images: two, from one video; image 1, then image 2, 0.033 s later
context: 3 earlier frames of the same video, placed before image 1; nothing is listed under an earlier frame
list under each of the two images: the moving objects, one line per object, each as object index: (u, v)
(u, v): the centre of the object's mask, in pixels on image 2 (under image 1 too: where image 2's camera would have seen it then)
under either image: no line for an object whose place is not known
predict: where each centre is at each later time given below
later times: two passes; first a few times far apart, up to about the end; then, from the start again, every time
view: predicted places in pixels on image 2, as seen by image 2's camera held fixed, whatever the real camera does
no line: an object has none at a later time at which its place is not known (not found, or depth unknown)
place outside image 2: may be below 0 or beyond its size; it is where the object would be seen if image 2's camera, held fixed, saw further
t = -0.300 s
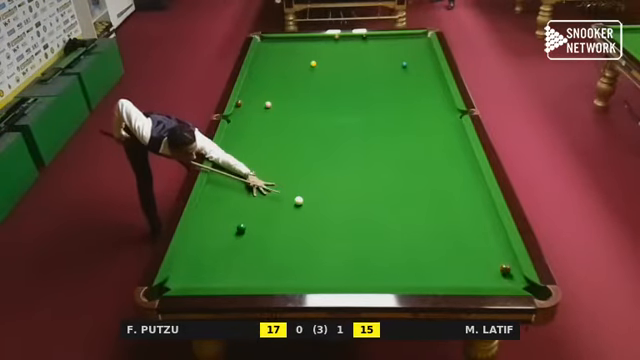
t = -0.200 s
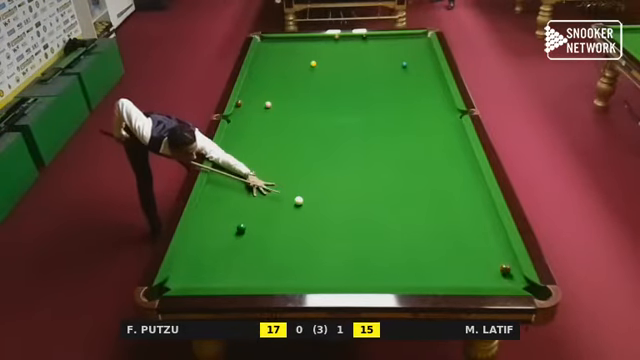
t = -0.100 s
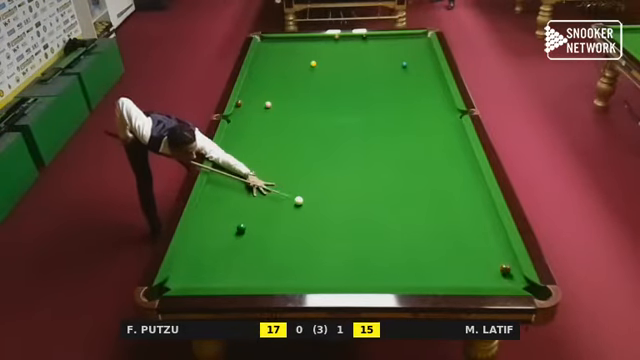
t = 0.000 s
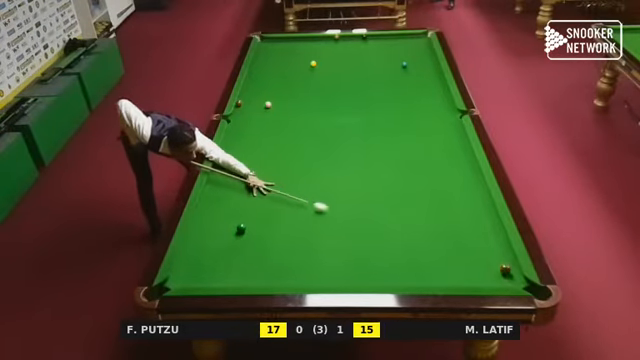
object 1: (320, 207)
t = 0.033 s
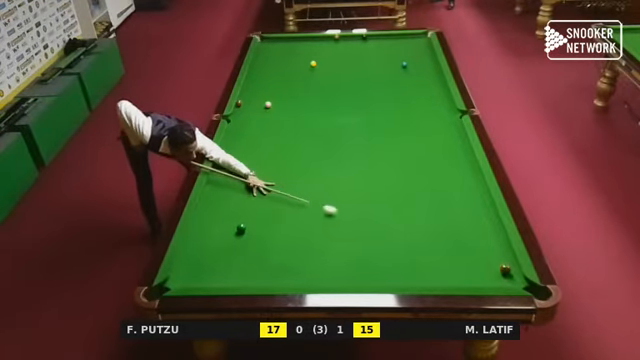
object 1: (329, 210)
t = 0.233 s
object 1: (384, 226)
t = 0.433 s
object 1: (442, 244)
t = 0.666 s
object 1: (510, 260)
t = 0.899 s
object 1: (474, 251)
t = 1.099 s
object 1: (446, 246)
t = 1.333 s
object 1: (415, 240)
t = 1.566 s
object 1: (387, 234)
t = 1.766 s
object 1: (364, 230)
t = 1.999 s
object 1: (340, 225)
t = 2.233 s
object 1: (317, 221)
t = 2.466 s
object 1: (296, 217)
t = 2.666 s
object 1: (279, 214)
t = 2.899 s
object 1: (260, 210)
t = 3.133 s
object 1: (243, 207)
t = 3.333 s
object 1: (229, 205)
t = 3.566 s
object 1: (214, 202)
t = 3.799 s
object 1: (205, 200)
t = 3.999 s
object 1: (214, 199)
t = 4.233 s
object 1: (224, 197)
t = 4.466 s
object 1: (233, 195)
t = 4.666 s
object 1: (239, 194)
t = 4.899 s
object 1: (246, 193)
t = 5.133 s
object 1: (253, 192)
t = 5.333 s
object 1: (257, 191)
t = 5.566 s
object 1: (261, 191)
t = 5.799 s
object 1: (265, 190)
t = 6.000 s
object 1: (267, 190)
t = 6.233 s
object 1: (269, 190)
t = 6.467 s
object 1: (270, 190)
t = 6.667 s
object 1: (270, 190)
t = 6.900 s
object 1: (270, 190)
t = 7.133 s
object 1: (270, 190)
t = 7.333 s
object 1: (270, 190)
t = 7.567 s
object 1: (270, 190)
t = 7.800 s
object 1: (270, 190)
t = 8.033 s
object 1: (270, 190)
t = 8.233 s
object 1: (270, 190)
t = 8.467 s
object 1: (270, 190)
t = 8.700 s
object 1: (270, 190)
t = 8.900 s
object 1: (270, 190)
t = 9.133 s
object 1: (270, 190)
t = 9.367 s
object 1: (270, 190)
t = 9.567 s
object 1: (270, 190)
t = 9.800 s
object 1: (270, 190)
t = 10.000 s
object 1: (270, 190)
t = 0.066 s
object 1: (338, 213)
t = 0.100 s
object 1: (347, 215)
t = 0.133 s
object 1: (356, 218)
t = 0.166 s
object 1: (365, 221)
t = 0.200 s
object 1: (374, 224)
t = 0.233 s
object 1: (384, 226)
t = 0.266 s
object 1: (392, 229)
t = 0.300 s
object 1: (402, 232)
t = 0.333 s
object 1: (412, 235)
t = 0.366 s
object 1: (422, 238)
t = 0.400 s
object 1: (432, 241)
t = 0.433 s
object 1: (442, 244)
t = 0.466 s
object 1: (452, 248)
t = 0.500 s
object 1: (463, 251)
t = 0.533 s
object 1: (474, 254)
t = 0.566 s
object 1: (485, 258)
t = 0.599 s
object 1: (496, 260)
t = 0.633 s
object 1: (504, 260)
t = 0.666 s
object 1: (510, 260)
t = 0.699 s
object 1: (507, 258)
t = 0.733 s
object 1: (500, 257)
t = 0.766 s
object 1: (494, 255)
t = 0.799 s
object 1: (489, 254)
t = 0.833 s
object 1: (484, 254)
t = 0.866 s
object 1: (479, 253)
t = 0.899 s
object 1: (474, 251)
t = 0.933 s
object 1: (469, 251)
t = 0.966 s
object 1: (464, 250)
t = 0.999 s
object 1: (459, 249)
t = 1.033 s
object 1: (455, 248)
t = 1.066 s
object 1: (450, 247)
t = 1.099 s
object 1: (446, 246)
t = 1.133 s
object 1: (441, 245)
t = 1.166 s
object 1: (437, 244)
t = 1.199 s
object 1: (432, 244)
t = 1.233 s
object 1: (428, 243)
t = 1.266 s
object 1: (424, 242)
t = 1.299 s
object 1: (419, 241)
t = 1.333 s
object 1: (415, 240)
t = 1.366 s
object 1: (411, 239)
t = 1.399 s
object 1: (406, 238)
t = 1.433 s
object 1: (402, 237)
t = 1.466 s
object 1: (398, 237)
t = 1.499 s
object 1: (394, 236)
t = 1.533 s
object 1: (391, 235)
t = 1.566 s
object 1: (387, 234)
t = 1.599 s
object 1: (383, 233)
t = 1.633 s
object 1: (379, 233)
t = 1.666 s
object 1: (375, 232)
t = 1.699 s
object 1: (372, 231)
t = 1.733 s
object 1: (368, 231)
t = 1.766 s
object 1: (364, 230)
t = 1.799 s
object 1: (360, 229)
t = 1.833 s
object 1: (357, 229)
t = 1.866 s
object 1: (353, 228)
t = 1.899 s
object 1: (350, 227)
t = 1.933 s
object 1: (347, 227)
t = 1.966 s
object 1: (343, 226)
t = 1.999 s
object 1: (340, 225)
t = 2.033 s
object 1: (336, 225)
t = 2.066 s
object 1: (333, 224)
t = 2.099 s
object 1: (330, 223)
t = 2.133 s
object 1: (326, 223)
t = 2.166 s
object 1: (323, 222)
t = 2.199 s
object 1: (320, 221)
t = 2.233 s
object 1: (317, 221)
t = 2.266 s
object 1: (314, 220)
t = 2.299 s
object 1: (311, 219)
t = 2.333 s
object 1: (307, 219)
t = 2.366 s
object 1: (305, 219)
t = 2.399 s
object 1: (302, 218)
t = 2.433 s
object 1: (299, 218)
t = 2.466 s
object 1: (296, 217)
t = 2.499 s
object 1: (293, 216)
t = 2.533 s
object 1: (290, 215)
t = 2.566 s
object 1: (287, 215)
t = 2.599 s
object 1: (284, 215)
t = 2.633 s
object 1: (281, 214)
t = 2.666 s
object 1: (279, 214)
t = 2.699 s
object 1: (276, 213)
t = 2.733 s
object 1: (273, 213)
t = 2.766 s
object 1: (271, 212)
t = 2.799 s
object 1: (268, 212)
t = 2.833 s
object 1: (265, 211)
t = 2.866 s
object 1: (263, 211)
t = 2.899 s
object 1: (260, 210)
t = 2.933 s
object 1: (258, 210)
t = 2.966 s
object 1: (255, 209)
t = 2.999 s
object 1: (253, 209)
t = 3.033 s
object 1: (250, 208)
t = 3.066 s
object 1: (248, 208)
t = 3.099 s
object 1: (245, 208)
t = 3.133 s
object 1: (243, 207)
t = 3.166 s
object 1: (241, 207)
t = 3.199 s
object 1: (238, 206)
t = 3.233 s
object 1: (236, 206)
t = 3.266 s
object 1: (234, 205)
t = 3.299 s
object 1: (231, 205)
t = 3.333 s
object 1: (229, 205)
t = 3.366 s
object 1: (227, 204)
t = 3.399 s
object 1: (225, 204)
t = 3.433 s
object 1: (222, 204)
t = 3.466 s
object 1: (220, 203)
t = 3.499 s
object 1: (218, 203)
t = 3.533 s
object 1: (216, 203)
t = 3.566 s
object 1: (214, 202)
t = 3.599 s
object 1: (212, 202)
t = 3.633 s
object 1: (210, 202)
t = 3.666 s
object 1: (208, 201)
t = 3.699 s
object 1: (205, 201)
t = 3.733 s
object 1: (204, 201)
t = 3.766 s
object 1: (203, 200)
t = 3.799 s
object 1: (205, 200)
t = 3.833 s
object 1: (206, 200)
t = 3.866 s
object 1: (208, 199)
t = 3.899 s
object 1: (209, 199)
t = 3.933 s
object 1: (211, 199)
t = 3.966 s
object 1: (212, 199)
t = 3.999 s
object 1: (214, 199)
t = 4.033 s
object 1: (215, 198)
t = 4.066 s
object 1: (217, 198)
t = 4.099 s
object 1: (218, 198)
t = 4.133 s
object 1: (220, 198)
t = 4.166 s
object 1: (221, 198)
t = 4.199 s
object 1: (222, 197)
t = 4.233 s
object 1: (224, 197)
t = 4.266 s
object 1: (225, 197)
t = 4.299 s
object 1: (226, 197)
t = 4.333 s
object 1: (228, 196)
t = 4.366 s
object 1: (229, 196)
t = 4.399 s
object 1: (230, 196)
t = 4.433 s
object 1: (231, 196)
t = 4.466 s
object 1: (233, 195)
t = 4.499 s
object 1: (234, 195)
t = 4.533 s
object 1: (235, 195)
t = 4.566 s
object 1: (236, 195)
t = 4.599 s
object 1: (237, 195)
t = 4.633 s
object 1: (238, 194)
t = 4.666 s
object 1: (239, 194)
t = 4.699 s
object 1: (240, 194)
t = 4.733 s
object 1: (242, 194)
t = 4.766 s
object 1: (243, 194)
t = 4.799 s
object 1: (244, 194)
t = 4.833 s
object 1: (245, 193)
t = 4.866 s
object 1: (246, 193)
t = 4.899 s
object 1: (246, 193)
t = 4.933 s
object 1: (247, 193)
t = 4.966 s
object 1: (248, 193)
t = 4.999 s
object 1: (249, 193)
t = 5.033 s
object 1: (250, 192)
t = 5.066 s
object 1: (251, 192)
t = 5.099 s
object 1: (252, 192)
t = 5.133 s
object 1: (253, 192)
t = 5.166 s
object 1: (253, 192)
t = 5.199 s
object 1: (254, 192)
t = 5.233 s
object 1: (255, 192)
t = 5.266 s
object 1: (256, 191)
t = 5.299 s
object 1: (256, 191)
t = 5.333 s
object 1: (257, 191)
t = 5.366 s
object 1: (258, 191)
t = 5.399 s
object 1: (258, 191)
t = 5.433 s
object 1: (259, 191)
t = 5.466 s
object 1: (260, 191)
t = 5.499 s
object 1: (260, 191)
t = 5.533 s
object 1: (261, 191)
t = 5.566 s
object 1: (261, 191)
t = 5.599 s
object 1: (262, 190)
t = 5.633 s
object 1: (263, 190)
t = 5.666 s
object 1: (263, 190)
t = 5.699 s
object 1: (264, 190)
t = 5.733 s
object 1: (264, 190)
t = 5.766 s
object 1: (265, 190)
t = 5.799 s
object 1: (265, 190)
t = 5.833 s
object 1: (265, 190)
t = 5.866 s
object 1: (266, 190)
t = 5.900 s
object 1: (266, 190)
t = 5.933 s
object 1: (266, 190)
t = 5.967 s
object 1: (267, 190)
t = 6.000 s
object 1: (267, 190)
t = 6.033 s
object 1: (267, 190)
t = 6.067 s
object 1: (268, 190)
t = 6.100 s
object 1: (268, 190)
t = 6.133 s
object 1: (268, 190)
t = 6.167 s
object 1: (268, 190)
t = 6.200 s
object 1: (269, 190)
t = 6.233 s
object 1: (269, 190)
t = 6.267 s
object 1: (269, 190)
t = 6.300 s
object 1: (270, 190)
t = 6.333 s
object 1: (270, 190)
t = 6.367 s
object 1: (270, 190)
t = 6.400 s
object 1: (270, 190)
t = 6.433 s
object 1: (270, 190)
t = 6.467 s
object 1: (270, 190)
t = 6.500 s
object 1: (270, 190)
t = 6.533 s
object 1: (270, 190)
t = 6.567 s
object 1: (270, 190)
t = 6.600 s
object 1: (270, 190)
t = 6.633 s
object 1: (270, 190)
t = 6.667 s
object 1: (270, 190)
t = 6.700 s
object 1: (270, 190)
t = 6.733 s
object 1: (270, 190)
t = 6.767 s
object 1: (270, 190)
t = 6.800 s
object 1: (270, 190)
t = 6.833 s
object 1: (270, 190)
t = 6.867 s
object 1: (270, 190)
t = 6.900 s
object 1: (270, 190)
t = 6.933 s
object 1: (270, 190)
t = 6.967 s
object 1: (270, 190)
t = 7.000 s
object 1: (270, 190)
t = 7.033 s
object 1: (270, 190)
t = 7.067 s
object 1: (270, 190)
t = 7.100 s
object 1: (270, 190)
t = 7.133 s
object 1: (270, 190)
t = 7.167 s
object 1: (270, 190)
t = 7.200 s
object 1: (270, 190)
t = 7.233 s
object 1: (270, 190)
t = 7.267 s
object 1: (270, 190)
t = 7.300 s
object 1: (270, 190)
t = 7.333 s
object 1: (270, 190)
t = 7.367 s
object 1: (270, 190)
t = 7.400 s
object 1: (270, 190)
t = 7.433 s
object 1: (270, 190)
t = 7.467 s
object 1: (270, 190)
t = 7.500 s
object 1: (270, 190)
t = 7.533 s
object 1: (270, 190)
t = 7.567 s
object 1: (270, 190)
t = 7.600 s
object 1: (270, 190)
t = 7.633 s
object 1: (270, 190)
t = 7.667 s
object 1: (270, 190)
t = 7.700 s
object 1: (270, 190)
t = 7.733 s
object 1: (270, 190)
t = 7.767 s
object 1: (270, 190)
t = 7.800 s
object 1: (270, 190)
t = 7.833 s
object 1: (270, 190)
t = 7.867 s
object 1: (270, 190)
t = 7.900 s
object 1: (270, 190)
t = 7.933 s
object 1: (270, 190)
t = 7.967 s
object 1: (270, 190)
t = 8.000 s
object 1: (270, 190)
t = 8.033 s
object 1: (270, 190)
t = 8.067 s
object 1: (270, 190)
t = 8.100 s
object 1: (270, 190)
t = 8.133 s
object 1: (270, 190)
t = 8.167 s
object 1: (270, 190)
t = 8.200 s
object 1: (270, 190)
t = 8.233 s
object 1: (270, 190)
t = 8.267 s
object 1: (270, 190)
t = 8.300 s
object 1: (270, 190)
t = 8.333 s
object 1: (270, 190)
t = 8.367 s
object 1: (270, 190)
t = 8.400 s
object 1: (270, 190)
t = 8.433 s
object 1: (270, 190)
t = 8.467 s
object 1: (270, 190)
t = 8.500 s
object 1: (270, 190)
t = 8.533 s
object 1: (270, 190)
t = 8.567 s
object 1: (270, 190)
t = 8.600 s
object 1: (270, 190)
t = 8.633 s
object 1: (270, 190)
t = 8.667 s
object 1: (270, 190)
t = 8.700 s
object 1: (270, 190)
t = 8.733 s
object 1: (270, 190)
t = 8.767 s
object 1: (270, 190)
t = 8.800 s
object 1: (270, 190)
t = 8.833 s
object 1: (270, 190)
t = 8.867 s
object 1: (270, 190)
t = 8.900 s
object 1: (270, 190)
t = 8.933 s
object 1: (270, 190)
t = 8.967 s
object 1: (270, 190)
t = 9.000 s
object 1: (270, 190)
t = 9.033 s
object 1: (270, 190)
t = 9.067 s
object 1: (270, 190)
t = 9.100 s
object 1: (270, 190)
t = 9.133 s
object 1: (270, 190)
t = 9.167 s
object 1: (270, 190)
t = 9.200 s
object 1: (270, 190)
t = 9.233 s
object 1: (270, 190)
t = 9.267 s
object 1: (270, 190)
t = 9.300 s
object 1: (270, 190)
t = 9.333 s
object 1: (270, 190)
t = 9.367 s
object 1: (270, 190)
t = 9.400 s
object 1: (270, 190)
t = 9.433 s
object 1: (270, 190)
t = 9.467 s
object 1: (270, 190)
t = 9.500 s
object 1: (270, 190)
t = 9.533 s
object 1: (270, 190)
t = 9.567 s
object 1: (270, 190)
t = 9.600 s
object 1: (270, 190)
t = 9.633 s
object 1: (270, 190)
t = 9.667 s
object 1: (270, 190)
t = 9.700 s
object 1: (270, 190)
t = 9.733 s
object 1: (270, 190)
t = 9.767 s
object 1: (270, 190)
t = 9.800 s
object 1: (270, 190)
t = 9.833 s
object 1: (270, 190)
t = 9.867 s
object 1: (270, 190)
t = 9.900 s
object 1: (270, 190)
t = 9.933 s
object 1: (270, 190)
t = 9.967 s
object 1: (270, 190)
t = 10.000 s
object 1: (270, 190)
